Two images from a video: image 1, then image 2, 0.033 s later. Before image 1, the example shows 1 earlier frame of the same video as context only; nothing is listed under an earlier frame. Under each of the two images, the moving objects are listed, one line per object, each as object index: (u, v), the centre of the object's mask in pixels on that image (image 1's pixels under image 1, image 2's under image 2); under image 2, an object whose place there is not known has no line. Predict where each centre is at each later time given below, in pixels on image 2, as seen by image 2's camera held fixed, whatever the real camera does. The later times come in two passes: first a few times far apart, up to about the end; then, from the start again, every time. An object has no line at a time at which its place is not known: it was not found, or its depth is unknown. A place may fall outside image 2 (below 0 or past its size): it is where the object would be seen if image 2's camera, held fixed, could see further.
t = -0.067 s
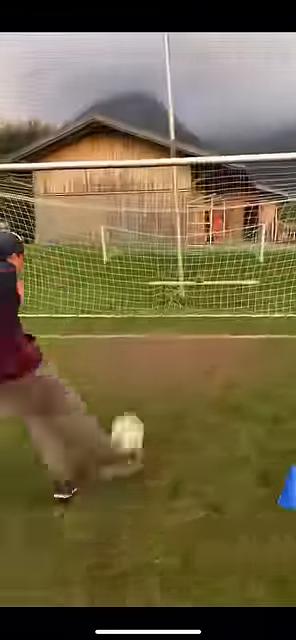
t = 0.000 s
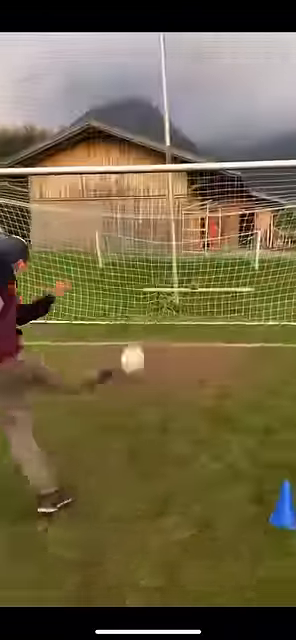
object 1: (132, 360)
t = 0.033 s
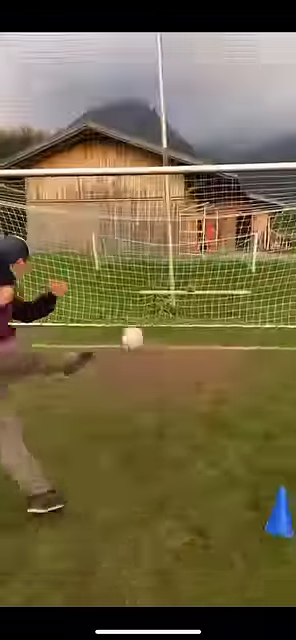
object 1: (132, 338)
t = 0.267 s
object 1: (139, 276)
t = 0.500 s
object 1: (125, 270)
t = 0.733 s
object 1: (102, 290)
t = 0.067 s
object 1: (135, 319)
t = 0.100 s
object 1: (136, 307)
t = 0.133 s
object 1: (137, 296)
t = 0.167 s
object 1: (137, 289)
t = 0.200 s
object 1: (137, 283)
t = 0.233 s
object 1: (137, 278)
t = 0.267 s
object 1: (139, 276)
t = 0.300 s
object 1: (140, 277)
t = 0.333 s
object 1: (139, 276)
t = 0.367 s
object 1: (136, 274)
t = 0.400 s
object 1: (134, 272)
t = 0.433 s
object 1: (131, 271)
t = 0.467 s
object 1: (128, 270)
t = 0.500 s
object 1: (125, 270)
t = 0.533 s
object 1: (122, 271)
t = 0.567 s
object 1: (119, 272)
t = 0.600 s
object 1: (116, 274)
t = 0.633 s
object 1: (113, 277)
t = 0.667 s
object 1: (109, 280)
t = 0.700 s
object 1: (106, 285)
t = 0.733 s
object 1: (102, 290)
